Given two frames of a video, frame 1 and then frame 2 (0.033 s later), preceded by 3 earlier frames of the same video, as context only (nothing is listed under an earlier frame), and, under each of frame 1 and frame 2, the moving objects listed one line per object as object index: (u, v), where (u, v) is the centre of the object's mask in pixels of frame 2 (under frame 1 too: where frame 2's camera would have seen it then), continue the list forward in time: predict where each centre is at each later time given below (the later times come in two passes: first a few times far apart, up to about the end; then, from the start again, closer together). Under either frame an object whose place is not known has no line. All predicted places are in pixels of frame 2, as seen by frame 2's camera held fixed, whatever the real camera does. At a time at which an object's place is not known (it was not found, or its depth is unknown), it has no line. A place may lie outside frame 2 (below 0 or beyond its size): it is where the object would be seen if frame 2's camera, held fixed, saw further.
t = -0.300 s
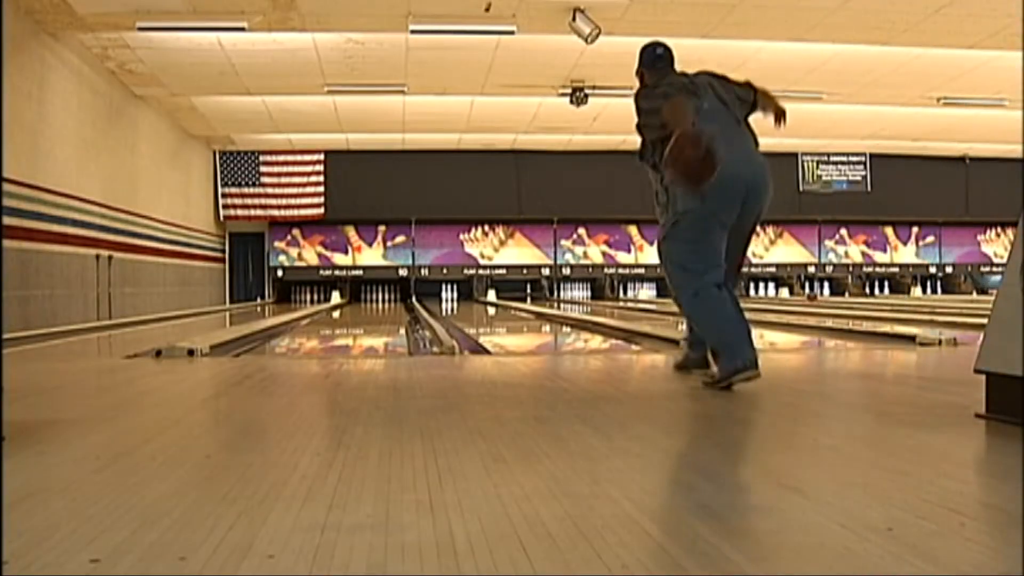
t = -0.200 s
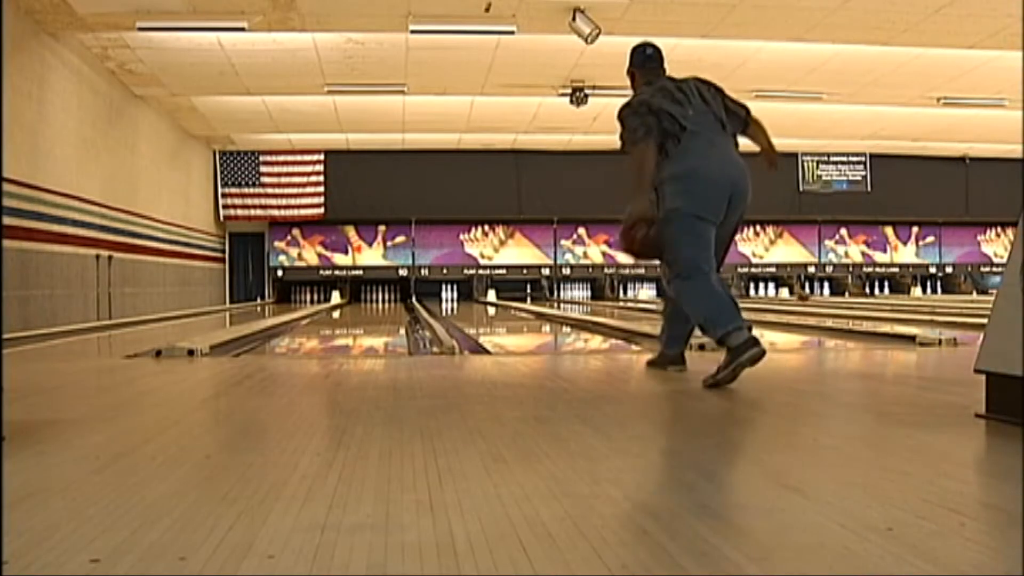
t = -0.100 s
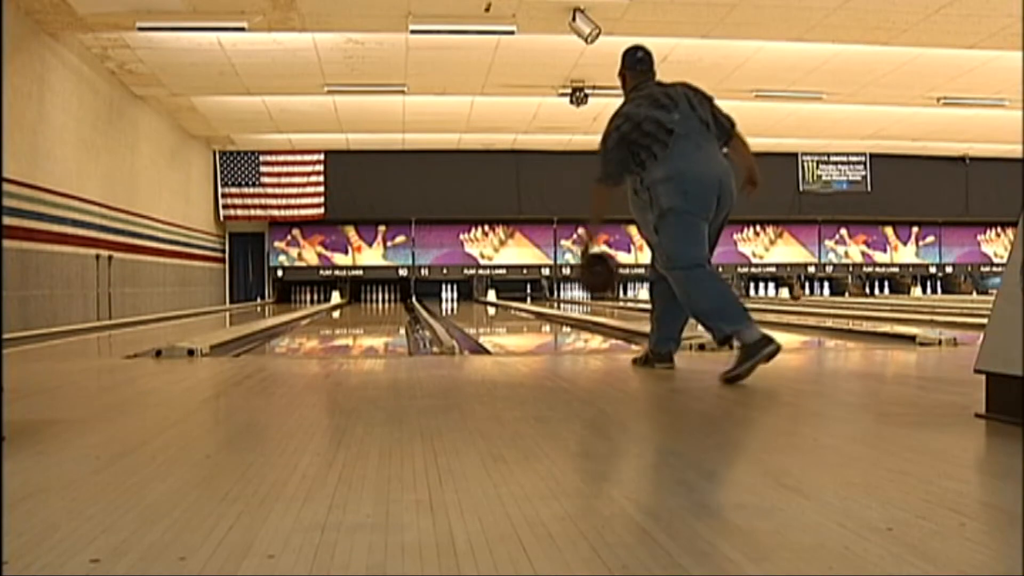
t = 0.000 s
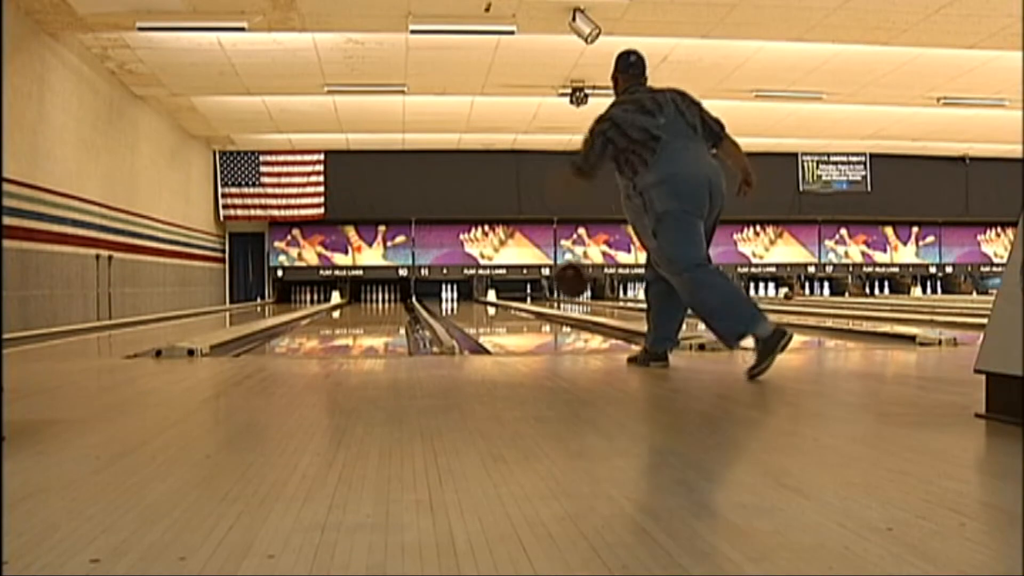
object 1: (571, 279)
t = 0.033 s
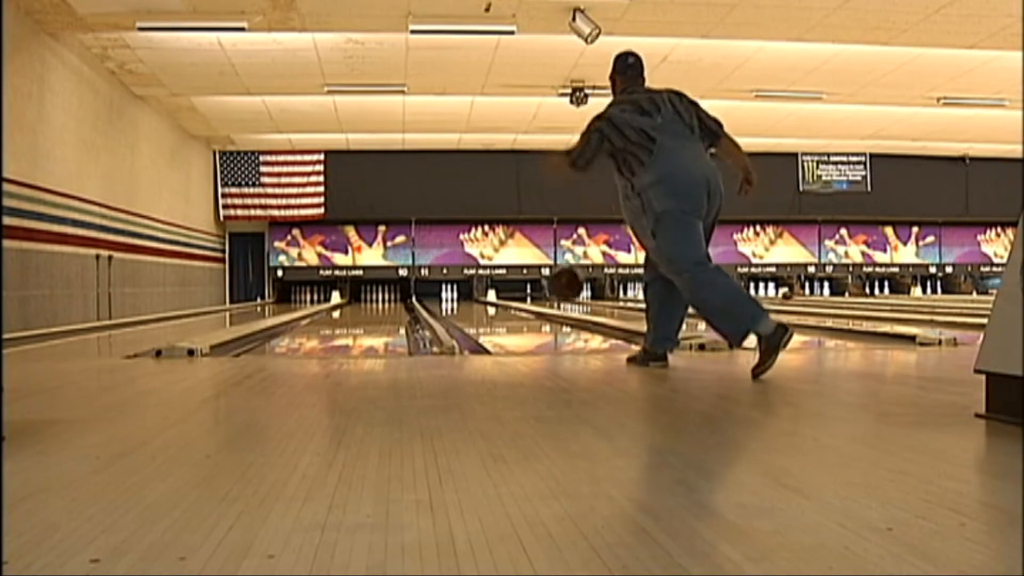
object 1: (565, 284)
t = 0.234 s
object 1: (530, 326)
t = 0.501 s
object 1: (503, 318)
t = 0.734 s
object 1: (487, 313)
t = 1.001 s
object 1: (474, 307)
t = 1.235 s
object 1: (466, 305)
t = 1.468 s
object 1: (458, 304)
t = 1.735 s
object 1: (452, 301)
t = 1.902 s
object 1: (449, 300)
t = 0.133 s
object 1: (546, 305)
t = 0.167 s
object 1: (539, 320)
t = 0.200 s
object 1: (534, 328)
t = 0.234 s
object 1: (530, 326)
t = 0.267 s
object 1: (525, 323)
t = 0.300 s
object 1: (521, 323)
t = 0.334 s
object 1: (518, 323)
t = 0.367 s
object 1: (515, 323)
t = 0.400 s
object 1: (511, 322)
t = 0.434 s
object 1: (508, 321)
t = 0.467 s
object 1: (505, 319)
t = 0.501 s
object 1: (503, 318)
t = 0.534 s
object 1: (501, 318)
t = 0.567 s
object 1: (497, 317)
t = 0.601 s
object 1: (495, 316)
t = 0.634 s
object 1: (493, 315)
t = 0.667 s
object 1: (491, 314)
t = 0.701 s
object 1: (488, 314)
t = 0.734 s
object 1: (487, 313)
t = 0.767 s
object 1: (484, 312)
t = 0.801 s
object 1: (483, 311)
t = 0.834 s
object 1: (481, 310)
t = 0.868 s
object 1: (479, 310)
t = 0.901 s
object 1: (478, 309)
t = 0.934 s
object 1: (477, 309)
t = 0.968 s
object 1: (475, 308)
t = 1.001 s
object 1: (474, 307)
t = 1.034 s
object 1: (472, 307)
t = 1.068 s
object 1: (471, 307)
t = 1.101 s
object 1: (469, 307)
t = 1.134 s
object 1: (468, 306)
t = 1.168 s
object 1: (467, 306)
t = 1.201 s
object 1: (466, 306)
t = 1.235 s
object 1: (466, 305)
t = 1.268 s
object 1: (464, 306)
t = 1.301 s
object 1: (462, 305)
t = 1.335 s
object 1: (462, 305)
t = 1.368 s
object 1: (461, 304)
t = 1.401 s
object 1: (460, 304)
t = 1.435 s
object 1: (459, 304)
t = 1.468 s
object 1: (458, 304)
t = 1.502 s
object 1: (458, 304)
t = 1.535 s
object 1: (457, 303)
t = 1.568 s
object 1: (456, 303)
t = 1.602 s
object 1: (455, 303)
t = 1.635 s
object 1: (455, 302)
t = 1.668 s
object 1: (454, 302)
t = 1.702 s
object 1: (453, 302)
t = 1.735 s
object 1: (452, 301)
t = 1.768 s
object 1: (452, 302)
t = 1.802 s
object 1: (451, 301)
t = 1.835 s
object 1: (450, 300)
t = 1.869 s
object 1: (450, 300)
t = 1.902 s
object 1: (449, 300)
